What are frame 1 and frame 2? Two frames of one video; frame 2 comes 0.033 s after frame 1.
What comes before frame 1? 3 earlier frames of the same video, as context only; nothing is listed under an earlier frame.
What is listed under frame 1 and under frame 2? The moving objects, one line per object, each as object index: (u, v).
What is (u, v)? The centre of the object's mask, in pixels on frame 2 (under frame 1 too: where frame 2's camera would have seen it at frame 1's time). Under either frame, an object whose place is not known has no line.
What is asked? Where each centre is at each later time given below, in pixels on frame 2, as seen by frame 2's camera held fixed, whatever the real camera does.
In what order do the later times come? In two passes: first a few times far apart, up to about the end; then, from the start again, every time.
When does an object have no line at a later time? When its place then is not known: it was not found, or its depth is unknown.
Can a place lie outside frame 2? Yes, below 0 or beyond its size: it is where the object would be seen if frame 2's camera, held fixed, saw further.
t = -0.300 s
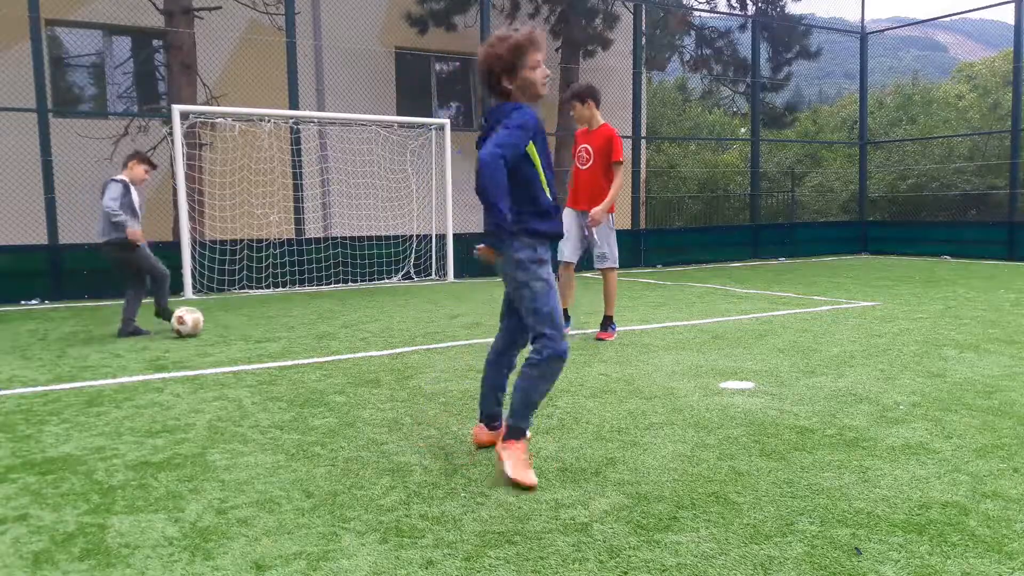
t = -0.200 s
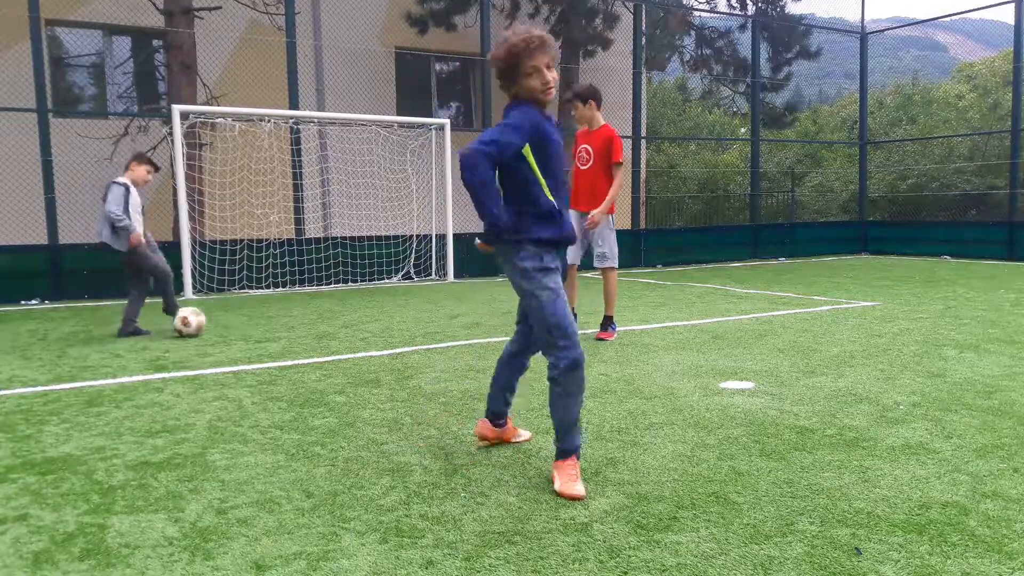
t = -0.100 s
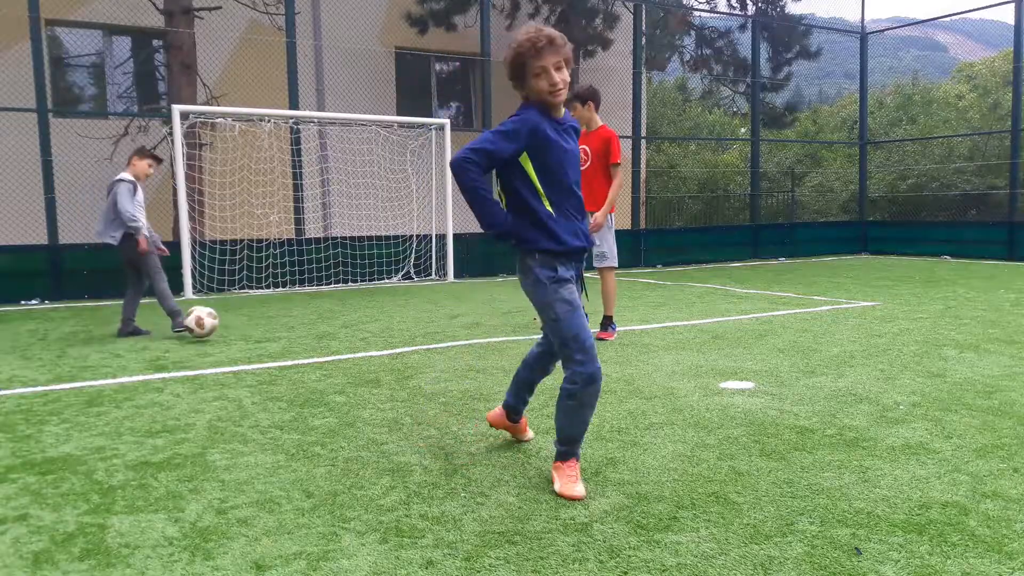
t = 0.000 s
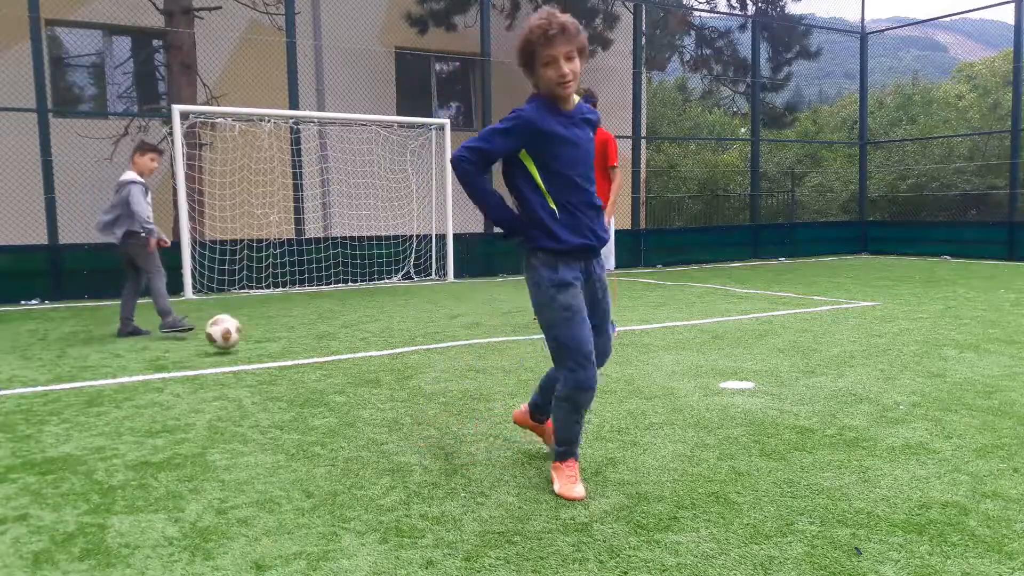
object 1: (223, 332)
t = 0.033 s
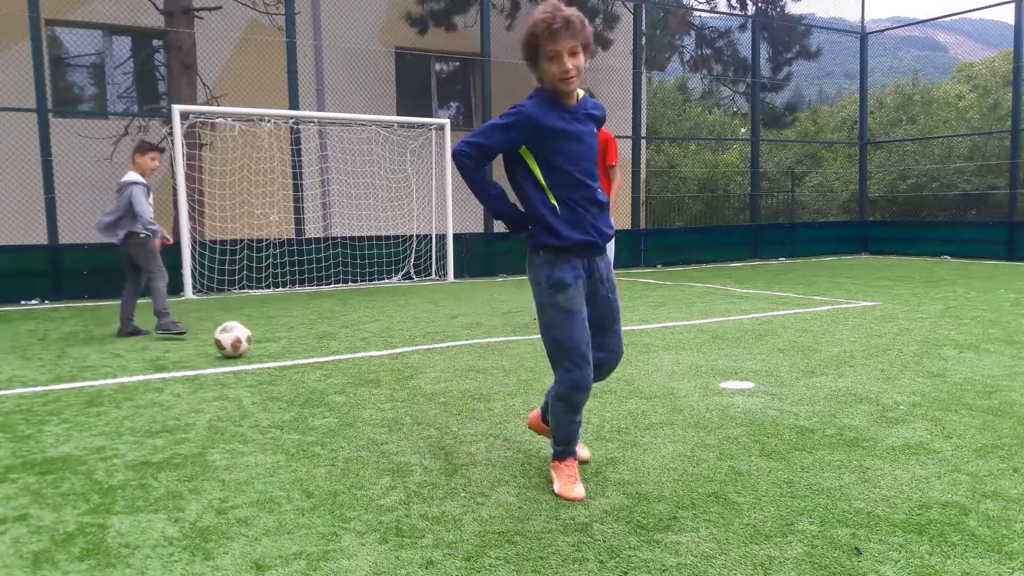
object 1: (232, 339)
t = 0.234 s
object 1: (282, 359)
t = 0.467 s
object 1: (341, 377)
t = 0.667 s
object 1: (404, 400)
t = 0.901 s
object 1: (505, 437)
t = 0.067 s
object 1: (240, 342)
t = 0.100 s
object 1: (249, 343)
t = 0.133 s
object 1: (256, 343)
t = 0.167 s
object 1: (264, 347)
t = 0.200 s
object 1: (274, 355)
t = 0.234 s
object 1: (282, 359)
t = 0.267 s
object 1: (290, 359)
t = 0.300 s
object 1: (297, 359)
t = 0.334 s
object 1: (305, 362)
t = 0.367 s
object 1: (313, 368)
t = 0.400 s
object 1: (323, 375)
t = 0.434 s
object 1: (331, 375)
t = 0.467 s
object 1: (341, 377)
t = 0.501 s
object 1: (351, 381)
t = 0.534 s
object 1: (360, 386)
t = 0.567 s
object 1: (370, 391)
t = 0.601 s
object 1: (381, 392)
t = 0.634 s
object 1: (392, 394)
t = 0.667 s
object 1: (404, 400)
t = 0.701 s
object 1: (416, 408)
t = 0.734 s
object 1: (429, 410)
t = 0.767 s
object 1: (443, 415)
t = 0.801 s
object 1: (457, 421)
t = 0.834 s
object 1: (472, 426)
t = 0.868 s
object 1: (488, 432)
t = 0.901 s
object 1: (505, 437)
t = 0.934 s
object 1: (522, 444)
